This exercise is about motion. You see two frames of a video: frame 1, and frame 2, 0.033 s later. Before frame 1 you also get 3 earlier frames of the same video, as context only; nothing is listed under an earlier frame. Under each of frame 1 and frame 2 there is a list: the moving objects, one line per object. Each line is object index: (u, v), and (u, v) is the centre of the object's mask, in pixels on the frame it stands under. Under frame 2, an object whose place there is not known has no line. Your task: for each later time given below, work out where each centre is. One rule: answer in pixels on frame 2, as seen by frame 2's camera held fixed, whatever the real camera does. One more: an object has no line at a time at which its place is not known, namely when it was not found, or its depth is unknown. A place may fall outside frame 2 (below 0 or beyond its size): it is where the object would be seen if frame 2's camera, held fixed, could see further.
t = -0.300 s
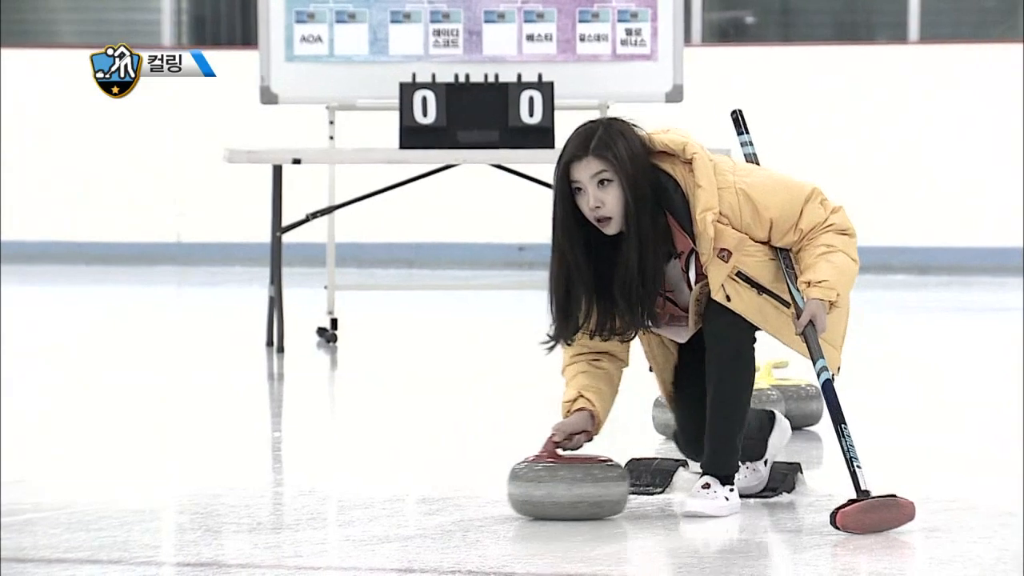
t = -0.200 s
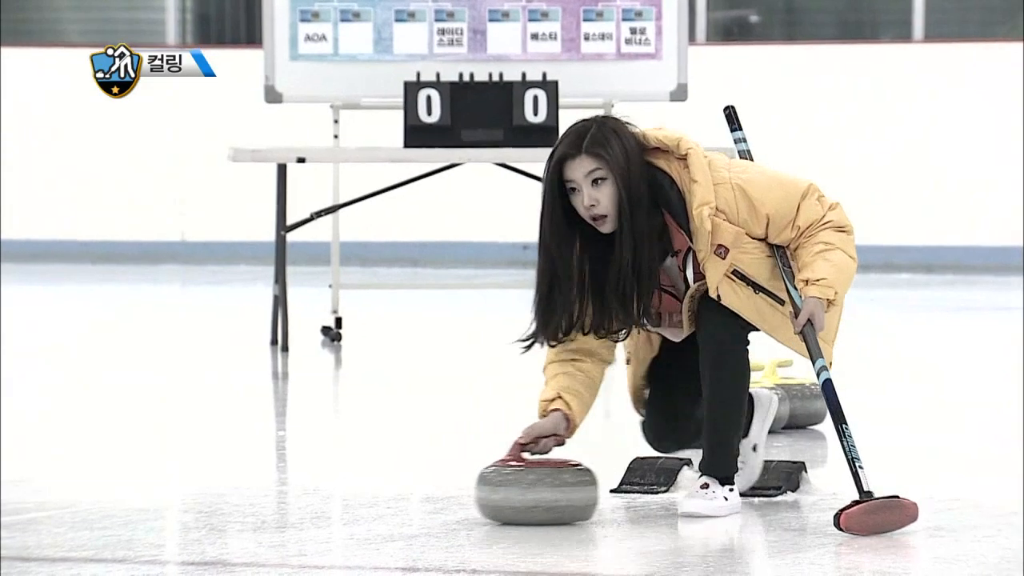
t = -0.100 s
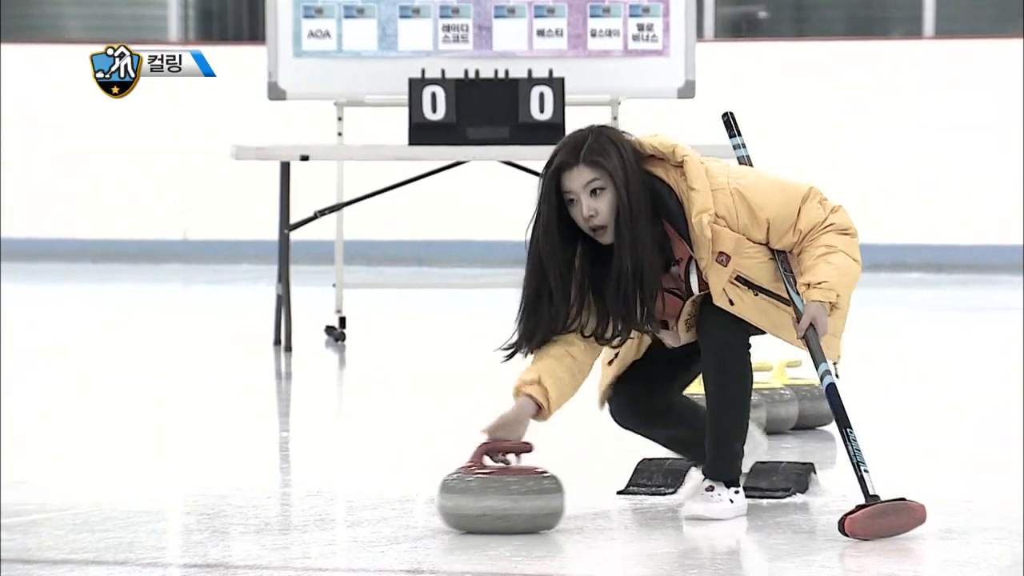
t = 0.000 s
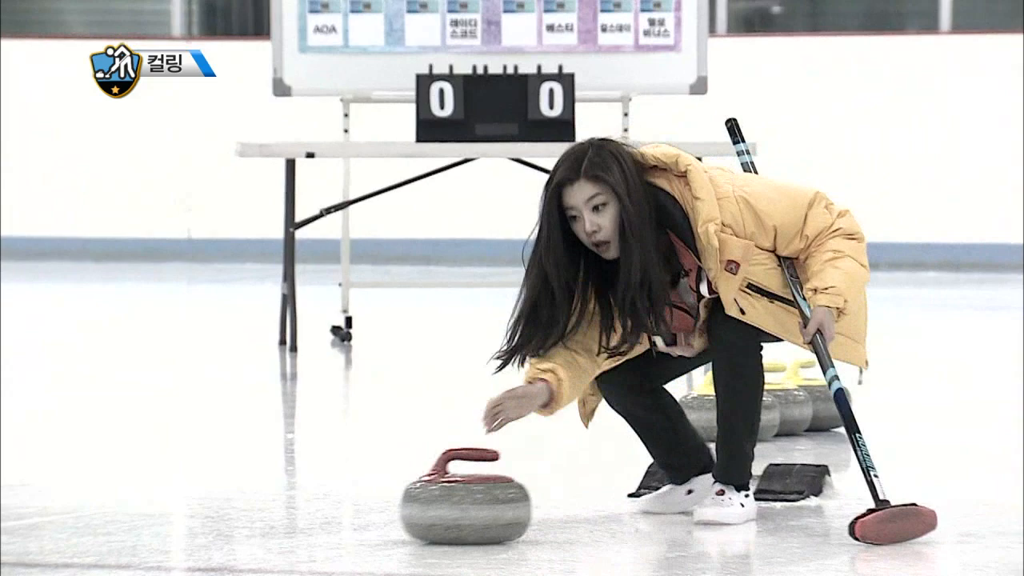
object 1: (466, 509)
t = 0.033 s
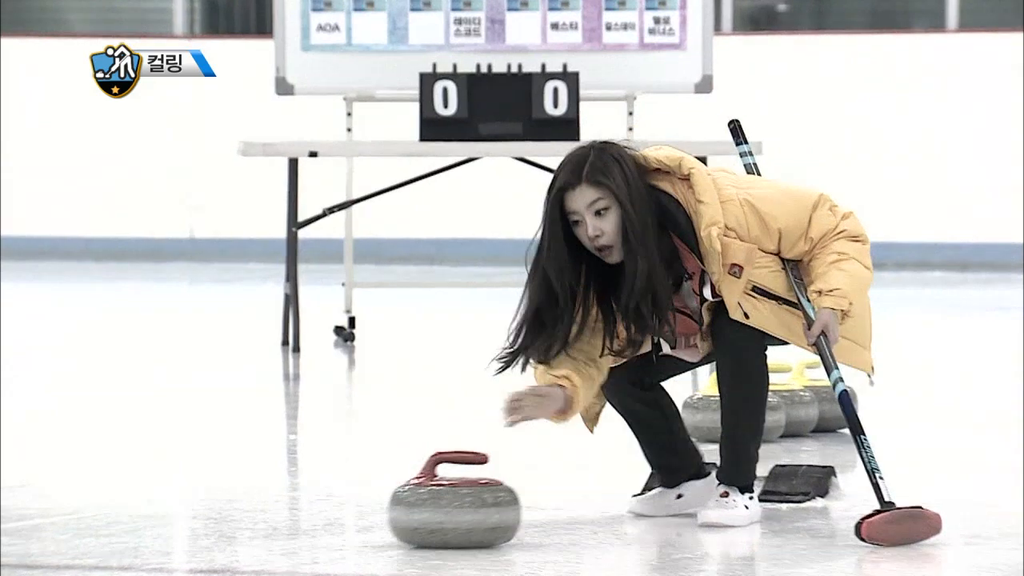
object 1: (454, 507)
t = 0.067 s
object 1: (437, 509)
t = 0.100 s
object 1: (420, 511)
